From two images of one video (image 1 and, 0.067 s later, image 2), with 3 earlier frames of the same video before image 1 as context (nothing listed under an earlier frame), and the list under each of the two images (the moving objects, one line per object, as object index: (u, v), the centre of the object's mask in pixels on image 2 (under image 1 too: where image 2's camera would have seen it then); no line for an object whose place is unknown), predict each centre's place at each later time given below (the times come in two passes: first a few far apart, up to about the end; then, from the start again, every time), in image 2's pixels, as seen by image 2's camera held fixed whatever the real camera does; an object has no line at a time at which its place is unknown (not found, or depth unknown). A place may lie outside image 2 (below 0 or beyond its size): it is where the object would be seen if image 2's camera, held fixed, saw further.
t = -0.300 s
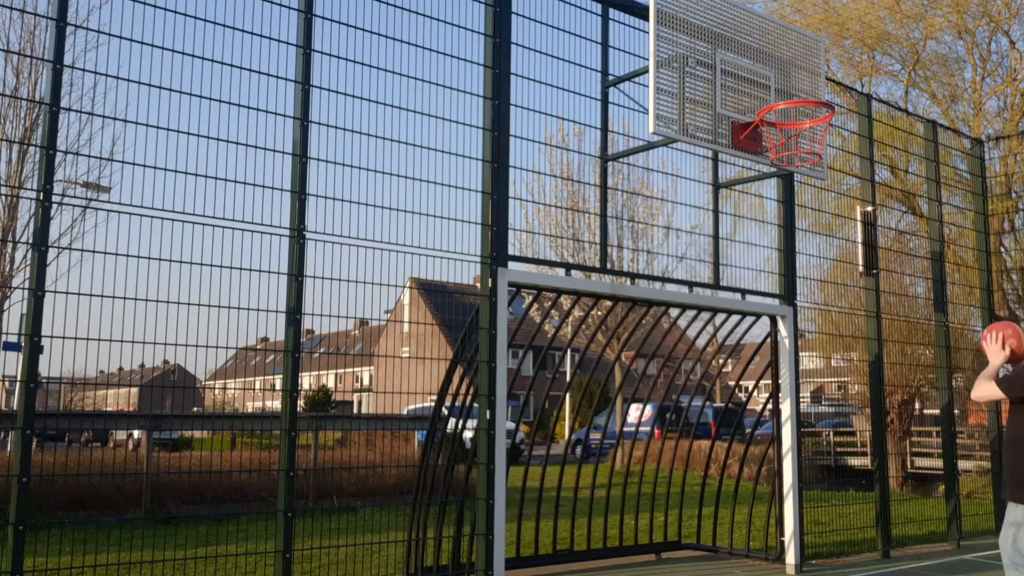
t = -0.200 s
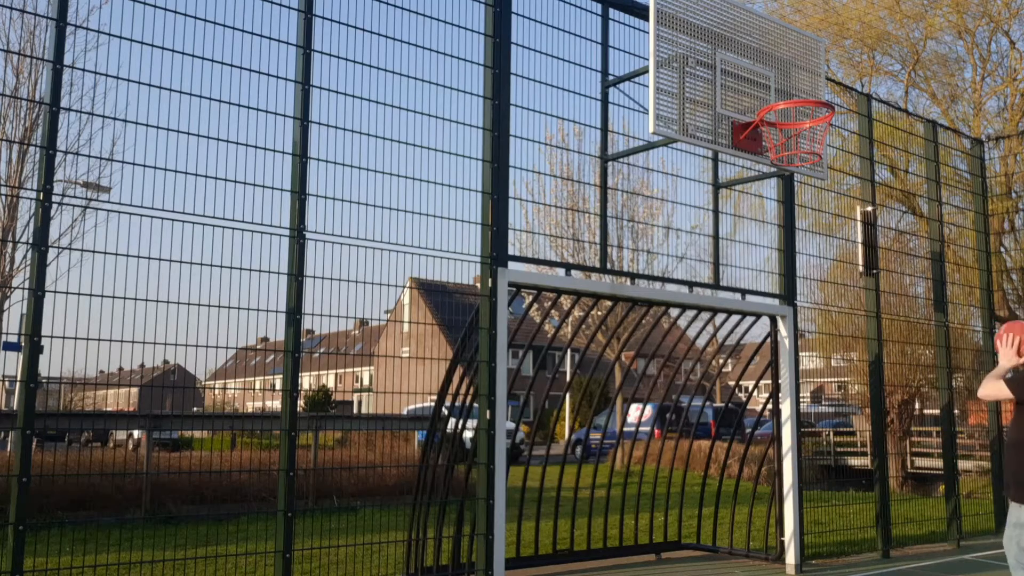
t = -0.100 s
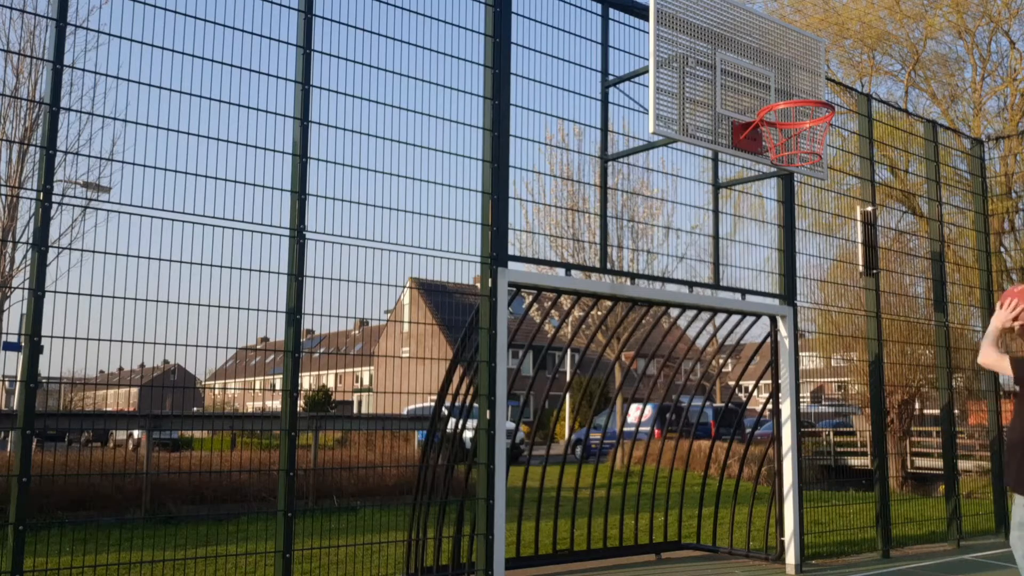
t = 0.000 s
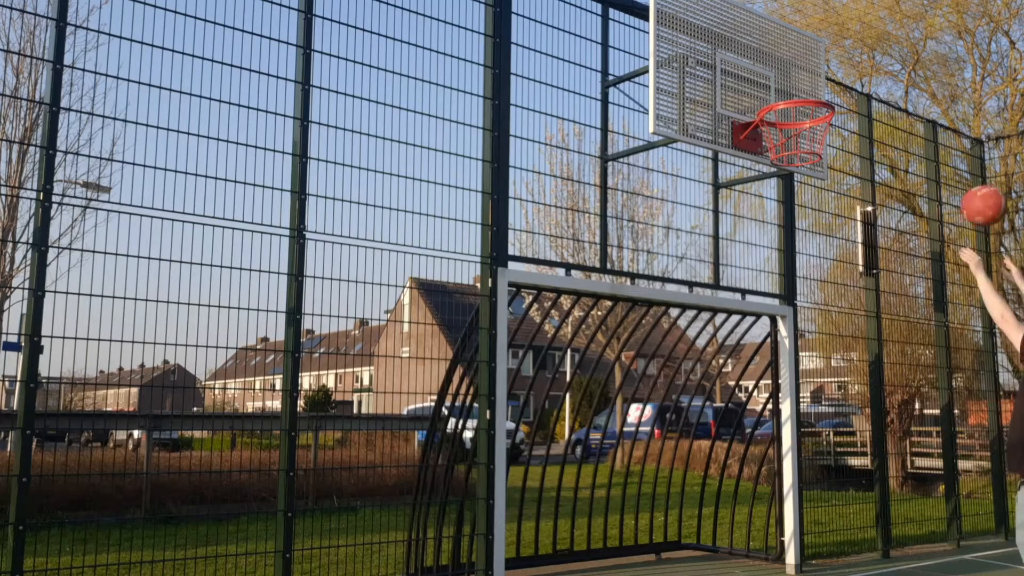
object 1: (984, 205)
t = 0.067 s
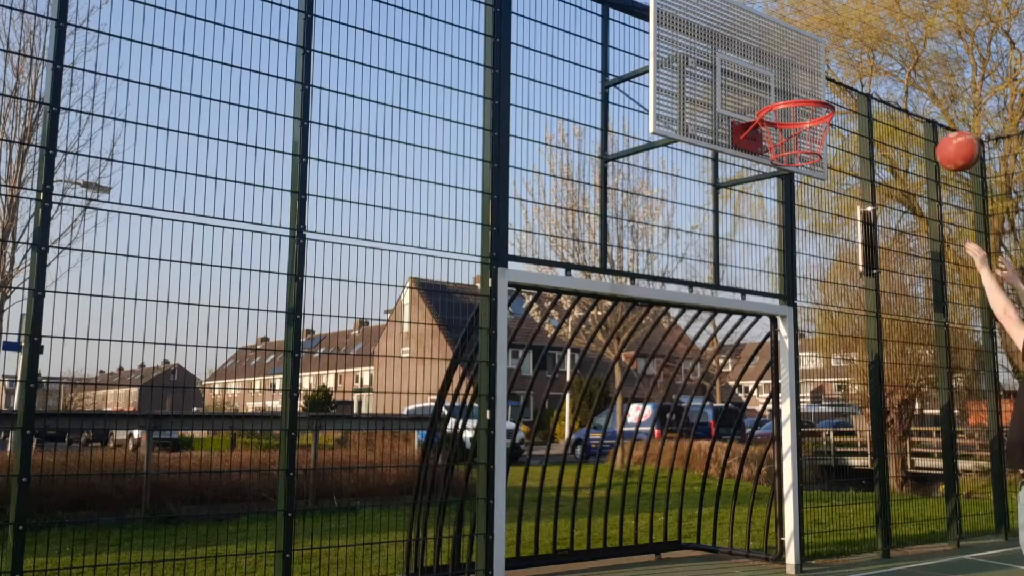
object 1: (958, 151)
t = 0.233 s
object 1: (900, 57)
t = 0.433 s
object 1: (840, 14)
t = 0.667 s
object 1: (779, 37)
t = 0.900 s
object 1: (732, 126)
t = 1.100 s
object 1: (720, 183)
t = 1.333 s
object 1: (701, 350)
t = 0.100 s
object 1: (946, 128)
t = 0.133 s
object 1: (935, 107)
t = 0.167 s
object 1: (923, 88)
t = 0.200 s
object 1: (912, 71)
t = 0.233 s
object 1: (900, 57)
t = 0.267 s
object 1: (890, 45)
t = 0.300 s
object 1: (880, 34)
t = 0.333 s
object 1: (869, 26)
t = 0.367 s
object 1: (860, 19)
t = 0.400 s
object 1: (849, 16)
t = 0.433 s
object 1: (840, 14)
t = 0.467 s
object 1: (830, 13)
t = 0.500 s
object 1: (821, 13)
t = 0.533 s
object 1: (812, 14)
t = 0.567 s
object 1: (804, 16)
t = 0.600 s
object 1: (795, 21)
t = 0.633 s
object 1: (787, 28)
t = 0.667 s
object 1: (779, 37)
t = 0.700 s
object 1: (770, 47)
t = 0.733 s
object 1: (762, 59)
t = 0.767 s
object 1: (755, 73)
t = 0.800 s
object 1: (747, 87)
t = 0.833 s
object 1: (739, 104)
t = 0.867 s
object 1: (733, 121)
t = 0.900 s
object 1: (732, 126)
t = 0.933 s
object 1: (729, 130)
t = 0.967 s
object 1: (728, 137)
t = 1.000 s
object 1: (726, 146)
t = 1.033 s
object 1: (724, 156)
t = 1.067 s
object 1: (722, 169)
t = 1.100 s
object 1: (720, 183)
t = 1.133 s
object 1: (717, 200)
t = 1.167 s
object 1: (715, 219)
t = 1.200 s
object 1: (712, 241)
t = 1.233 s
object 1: (710, 264)
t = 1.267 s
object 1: (707, 291)
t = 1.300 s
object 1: (704, 319)
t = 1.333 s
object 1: (701, 350)
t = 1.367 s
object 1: (699, 385)
